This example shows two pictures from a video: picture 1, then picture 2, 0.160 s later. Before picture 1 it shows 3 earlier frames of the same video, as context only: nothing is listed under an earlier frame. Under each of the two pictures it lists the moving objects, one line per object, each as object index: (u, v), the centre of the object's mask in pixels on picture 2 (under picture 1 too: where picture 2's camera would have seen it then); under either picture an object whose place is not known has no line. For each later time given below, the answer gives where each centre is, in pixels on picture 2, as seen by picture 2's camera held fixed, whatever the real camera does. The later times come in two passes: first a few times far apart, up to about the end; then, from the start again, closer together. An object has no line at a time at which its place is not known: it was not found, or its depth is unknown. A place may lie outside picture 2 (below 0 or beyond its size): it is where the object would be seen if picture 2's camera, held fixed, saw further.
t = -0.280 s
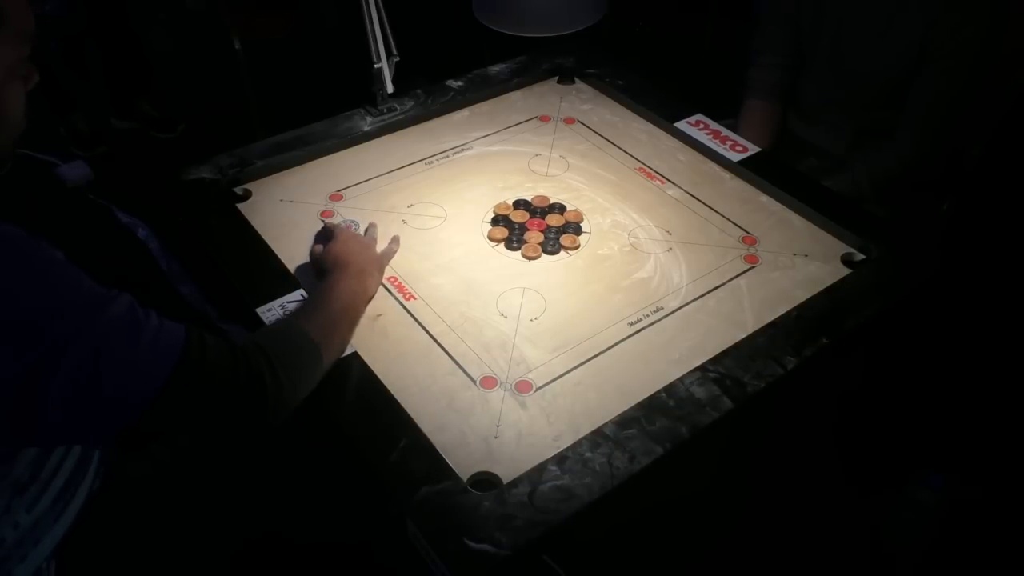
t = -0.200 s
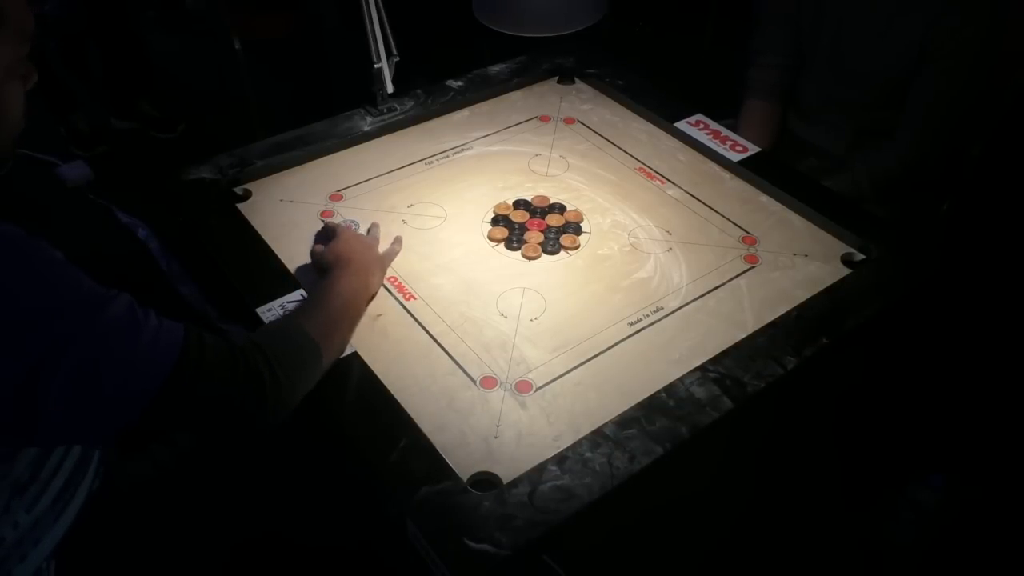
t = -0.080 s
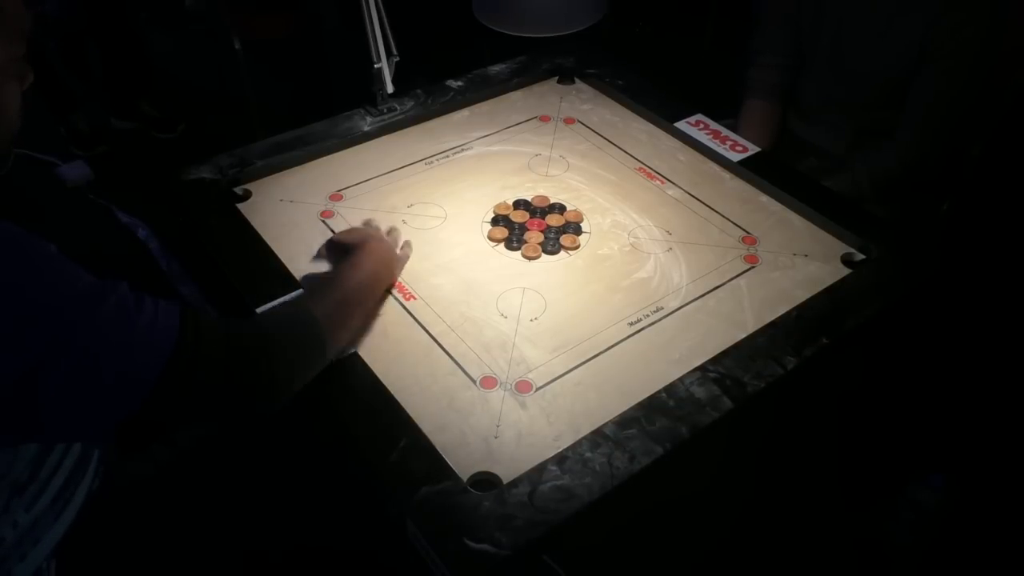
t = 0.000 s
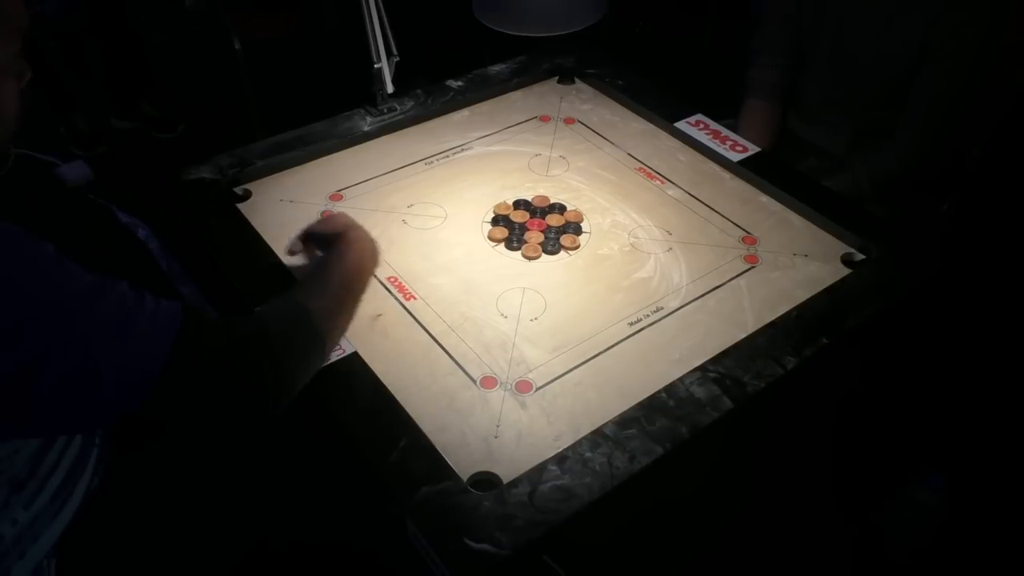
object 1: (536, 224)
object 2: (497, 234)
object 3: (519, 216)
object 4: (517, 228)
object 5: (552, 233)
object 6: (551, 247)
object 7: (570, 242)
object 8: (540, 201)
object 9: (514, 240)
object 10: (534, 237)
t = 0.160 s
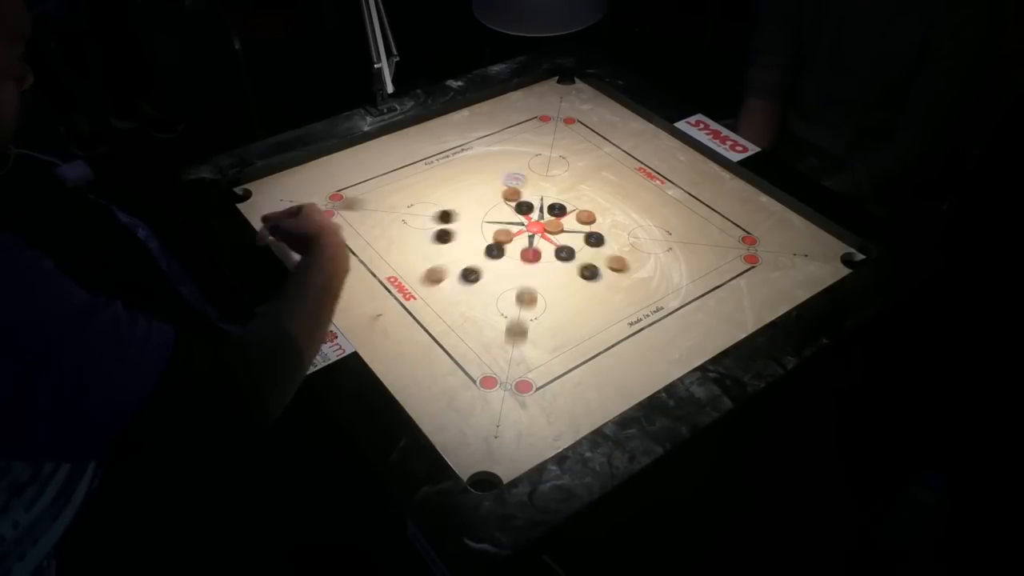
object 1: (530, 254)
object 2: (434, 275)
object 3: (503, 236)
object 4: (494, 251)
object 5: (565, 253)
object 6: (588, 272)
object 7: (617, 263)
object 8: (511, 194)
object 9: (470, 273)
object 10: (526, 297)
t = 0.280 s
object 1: (525, 281)
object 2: (368, 319)
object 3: (489, 252)
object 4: (475, 269)
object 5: (575, 269)
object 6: (625, 295)
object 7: (660, 283)
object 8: (490, 189)
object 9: (427, 303)
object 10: (520, 359)
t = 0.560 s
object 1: (518, 321)
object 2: (408, 281)
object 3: (476, 269)
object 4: (453, 293)
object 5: (587, 284)
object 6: (684, 334)
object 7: (723, 312)
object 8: (475, 184)
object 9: (390, 374)
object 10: (481, 464)
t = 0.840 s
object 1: (518, 326)
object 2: (429, 254)
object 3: (476, 269)
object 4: (452, 294)
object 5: (586, 284)
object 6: (701, 343)
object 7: (734, 317)
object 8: (566, 166)
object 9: (416, 397)
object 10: (449, 419)
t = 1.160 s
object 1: (518, 326)
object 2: (433, 252)
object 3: (476, 269)
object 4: (452, 294)
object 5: (586, 284)
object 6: (701, 343)
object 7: (734, 317)
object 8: (619, 155)
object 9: (417, 399)
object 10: (444, 406)
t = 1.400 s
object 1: (518, 326)
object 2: (433, 252)
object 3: (476, 269)
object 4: (452, 294)
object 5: (586, 284)
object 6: (701, 343)
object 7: (734, 317)
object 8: (624, 154)
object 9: (417, 399)
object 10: (444, 406)
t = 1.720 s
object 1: (518, 326)
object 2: (433, 252)
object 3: (476, 269)
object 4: (452, 294)
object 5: (587, 284)
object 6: (701, 343)
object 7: (734, 317)
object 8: (624, 154)
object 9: (417, 399)
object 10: (444, 406)
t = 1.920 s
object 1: (518, 326)
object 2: (433, 252)
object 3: (476, 269)
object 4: (452, 294)
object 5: (587, 284)
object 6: (701, 343)
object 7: (734, 317)
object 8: (624, 154)
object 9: (417, 399)
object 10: (444, 406)
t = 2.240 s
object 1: (518, 326)
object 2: (433, 251)
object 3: (476, 269)
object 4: (452, 294)
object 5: (586, 284)
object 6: (701, 343)
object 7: (734, 317)
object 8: (624, 154)
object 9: (417, 399)
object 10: (444, 406)
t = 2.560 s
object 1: (518, 326)
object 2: (433, 252)
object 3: (476, 269)
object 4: (452, 294)
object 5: (586, 284)
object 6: (701, 343)
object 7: (734, 317)
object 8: (624, 154)
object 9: (417, 399)
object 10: (444, 406)
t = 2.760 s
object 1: (518, 326)
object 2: (433, 252)
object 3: (476, 269)
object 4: (452, 294)
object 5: (586, 284)
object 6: (701, 343)
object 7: (734, 317)
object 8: (624, 154)
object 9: (417, 399)
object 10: (444, 406)
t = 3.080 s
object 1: (518, 326)
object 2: (433, 251)
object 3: (476, 269)
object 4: (452, 294)
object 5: (586, 284)
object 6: (701, 343)
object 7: (734, 317)
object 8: (624, 154)
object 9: (417, 399)
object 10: (444, 406)
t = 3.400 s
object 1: (518, 326)
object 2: (433, 252)
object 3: (476, 269)
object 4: (452, 294)
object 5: (586, 284)
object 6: (701, 343)
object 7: (735, 317)
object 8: (624, 154)
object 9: (417, 399)
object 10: (444, 406)
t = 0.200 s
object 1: (529, 264)
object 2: (412, 289)
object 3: (498, 241)
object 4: (488, 257)
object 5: (568, 259)
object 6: (601, 280)
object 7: (632, 270)
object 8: (503, 192)
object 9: (455, 283)
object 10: (524, 317)
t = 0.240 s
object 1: (527, 272)
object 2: (388, 305)
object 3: (493, 247)
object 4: (481, 263)
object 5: (572, 264)
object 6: (613, 288)
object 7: (647, 277)
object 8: (496, 190)
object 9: (441, 294)
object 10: (521, 339)
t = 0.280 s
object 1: (525, 281)
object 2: (368, 319)
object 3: (489, 252)
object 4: (475, 269)
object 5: (575, 269)
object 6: (625, 295)
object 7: (660, 283)
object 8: (490, 189)
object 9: (427, 303)
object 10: (520, 359)
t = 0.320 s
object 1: (523, 289)
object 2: (352, 330)
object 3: (485, 256)
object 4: (470, 274)
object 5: (577, 273)
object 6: (636, 302)
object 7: (672, 288)
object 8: (484, 187)
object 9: (413, 313)
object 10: (516, 382)
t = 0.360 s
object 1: (522, 296)
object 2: (369, 323)
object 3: (483, 260)
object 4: (466, 279)
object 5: (580, 277)
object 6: (646, 309)
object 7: (683, 294)
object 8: (480, 186)
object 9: (400, 322)
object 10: (516, 404)
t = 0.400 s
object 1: (521, 302)
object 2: (383, 313)
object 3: (480, 263)
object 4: (462, 283)
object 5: (582, 280)
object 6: (655, 315)
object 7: (693, 299)
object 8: (477, 185)
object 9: (394, 333)
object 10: (514, 424)
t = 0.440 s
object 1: (520, 308)
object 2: (390, 304)
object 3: (479, 266)
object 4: (459, 287)
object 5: (584, 282)
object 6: (663, 320)
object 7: (702, 303)
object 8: (475, 184)
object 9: (392, 344)
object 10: (512, 447)
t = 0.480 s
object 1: (519, 313)
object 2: (397, 295)
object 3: (477, 268)
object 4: (456, 290)
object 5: (586, 283)
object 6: (671, 326)
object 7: (711, 307)
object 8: (475, 184)
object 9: (391, 355)
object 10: (510, 467)
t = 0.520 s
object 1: (519, 318)
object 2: (403, 287)
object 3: (477, 269)
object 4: (454, 292)
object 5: (587, 284)
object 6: (678, 330)
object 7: (718, 310)
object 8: (475, 184)
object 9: (389, 365)
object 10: (498, 469)
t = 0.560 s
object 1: (518, 321)
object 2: (408, 281)
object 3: (476, 269)
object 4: (453, 293)
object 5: (587, 284)
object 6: (684, 334)
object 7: (723, 312)
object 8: (475, 184)
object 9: (390, 374)
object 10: (481, 464)
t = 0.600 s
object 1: (518, 324)
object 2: (413, 275)
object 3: (476, 269)
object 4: (452, 294)
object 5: (586, 284)
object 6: (690, 338)
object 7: (728, 314)
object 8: (486, 182)
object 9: (392, 381)
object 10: (465, 460)
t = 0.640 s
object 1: (518, 326)
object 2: (417, 270)
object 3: (476, 269)
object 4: (452, 294)
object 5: (586, 284)
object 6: (694, 340)
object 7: (732, 316)
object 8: (501, 179)
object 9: (398, 385)
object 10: (456, 454)
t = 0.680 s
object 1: (518, 326)
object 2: (421, 265)
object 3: (476, 269)
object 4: (452, 294)
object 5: (586, 284)
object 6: (697, 342)
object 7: (734, 317)
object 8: (517, 176)
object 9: (403, 388)
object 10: (454, 446)
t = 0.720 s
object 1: (518, 326)
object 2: (423, 261)
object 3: (476, 269)
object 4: (452, 294)
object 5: (586, 284)
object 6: (700, 343)
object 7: (734, 317)
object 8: (530, 173)
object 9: (407, 391)
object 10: (452, 437)
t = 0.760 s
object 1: (518, 326)
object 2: (426, 258)
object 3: (476, 269)
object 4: (452, 294)
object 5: (586, 284)
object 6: (701, 343)
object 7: (734, 317)
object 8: (543, 171)
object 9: (411, 393)
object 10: (450, 431)
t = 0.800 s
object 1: (518, 326)
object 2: (428, 256)
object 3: (476, 269)
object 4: (452, 294)
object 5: (586, 284)
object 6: (701, 343)
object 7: (734, 317)
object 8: (554, 169)
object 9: (414, 396)
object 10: (450, 425)
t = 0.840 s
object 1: (518, 326)
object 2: (429, 254)
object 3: (476, 269)
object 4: (452, 294)
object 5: (586, 284)
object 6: (701, 343)
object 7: (734, 317)
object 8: (566, 166)
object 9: (416, 397)
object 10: (449, 419)
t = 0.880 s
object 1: (518, 326)
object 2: (431, 253)
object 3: (476, 269)
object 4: (452, 294)
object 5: (586, 284)
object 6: (701, 343)
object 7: (734, 317)
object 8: (575, 164)
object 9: (417, 398)
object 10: (448, 415)
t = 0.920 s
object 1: (518, 326)
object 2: (432, 252)
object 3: (476, 269)
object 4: (452, 294)
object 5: (586, 284)
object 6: (701, 343)
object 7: (734, 317)
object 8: (585, 162)
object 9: (417, 399)
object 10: (447, 411)
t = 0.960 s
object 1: (518, 326)
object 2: (433, 252)
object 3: (476, 269)
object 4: (452, 294)
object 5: (586, 284)
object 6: (701, 343)
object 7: (734, 317)
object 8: (592, 161)
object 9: (417, 399)
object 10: (446, 408)
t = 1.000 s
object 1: (518, 326)
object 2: (433, 252)
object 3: (476, 269)
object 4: (452, 294)
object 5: (586, 284)
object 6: (701, 343)
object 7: (734, 317)
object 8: (600, 159)
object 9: (417, 399)
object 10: (444, 406)
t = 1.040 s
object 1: (518, 326)
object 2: (433, 252)
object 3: (476, 269)
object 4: (452, 294)
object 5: (586, 284)
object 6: (701, 343)
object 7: (734, 317)
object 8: (606, 158)
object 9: (417, 399)
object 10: (444, 406)
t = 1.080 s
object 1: (518, 326)
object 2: (433, 252)
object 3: (476, 269)
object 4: (452, 294)
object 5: (586, 284)
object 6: (701, 343)
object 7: (734, 317)
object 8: (611, 157)
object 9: (417, 399)
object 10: (444, 406)
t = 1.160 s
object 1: (518, 326)
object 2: (433, 252)
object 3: (476, 269)
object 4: (452, 294)
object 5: (586, 284)
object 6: (701, 343)
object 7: (734, 317)
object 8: (619, 155)
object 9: (417, 399)
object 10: (444, 406)
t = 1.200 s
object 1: (518, 326)
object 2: (433, 252)
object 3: (476, 269)
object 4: (452, 294)
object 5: (586, 284)
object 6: (701, 343)
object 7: (734, 317)
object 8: (621, 155)
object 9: (417, 399)
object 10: (444, 406)
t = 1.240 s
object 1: (518, 326)
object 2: (433, 252)
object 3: (476, 269)
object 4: (452, 294)
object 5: (586, 284)
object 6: (701, 343)
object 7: (734, 317)
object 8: (623, 154)
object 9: (417, 399)
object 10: (444, 406)
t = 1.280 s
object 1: (518, 326)
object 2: (433, 252)
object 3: (476, 269)
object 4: (452, 294)
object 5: (586, 284)
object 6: (701, 343)
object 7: (734, 317)
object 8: (624, 154)
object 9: (417, 399)
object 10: (444, 406)
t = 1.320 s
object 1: (518, 326)
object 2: (433, 252)
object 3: (476, 269)
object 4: (452, 294)
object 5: (586, 284)
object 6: (701, 343)
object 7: (734, 317)
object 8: (624, 154)
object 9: (417, 399)
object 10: (444, 406)
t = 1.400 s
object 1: (518, 326)
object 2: (433, 252)
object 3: (476, 269)
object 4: (452, 294)
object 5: (586, 284)
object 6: (701, 343)
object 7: (734, 317)
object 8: (624, 154)
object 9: (417, 399)
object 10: (444, 406)
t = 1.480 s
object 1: (518, 326)
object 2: (433, 252)
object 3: (476, 269)
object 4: (452, 294)
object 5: (586, 284)
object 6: (701, 343)
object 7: (734, 317)
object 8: (624, 154)
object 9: (417, 399)
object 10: (444, 406)
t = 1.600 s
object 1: (518, 326)
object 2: (433, 252)
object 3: (476, 269)
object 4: (452, 294)
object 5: (586, 284)
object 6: (701, 343)
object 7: (734, 317)
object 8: (624, 154)
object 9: (417, 399)
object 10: (444, 406)
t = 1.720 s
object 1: (518, 326)
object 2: (433, 252)
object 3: (476, 269)
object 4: (452, 294)
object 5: (587, 284)
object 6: (701, 343)
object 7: (734, 317)
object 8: (624, 154)
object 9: (417, 399)
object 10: (444, 406)
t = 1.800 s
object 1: (518, 326)
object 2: (433, 251)
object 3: (476, 269)
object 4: (452, 294)
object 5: (587, 284)
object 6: (701, 343)
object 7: (734, 317)
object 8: (624, 154)
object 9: (417, 399)
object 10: (444, 406)
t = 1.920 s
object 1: (518, 326)
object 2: (433, 252)
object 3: (476, 269)
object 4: (452, 294)
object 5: (587, 284)
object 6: (701, 343)
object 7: (734, 317)
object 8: (624, 154)
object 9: (417, 399)
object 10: (444, 406)
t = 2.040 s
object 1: (518, 326)
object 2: (433, 252)
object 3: (476, 269)
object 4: (452, 294)
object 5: (586, 284)
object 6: (701, 343)
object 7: (734, 317)
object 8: (624, 154)
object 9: (417, 399)
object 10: (444, 406)
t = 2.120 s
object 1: (518, 326)
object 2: (433, 252)
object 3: (476, 269)
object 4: (452, 294)
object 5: (586, 284)
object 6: (701, 343)
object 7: (734, 317)
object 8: (624, 154)
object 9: (417, 399)
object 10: (444, 406)
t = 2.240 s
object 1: (518, 326)
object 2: (433, 251)
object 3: (476, 269)
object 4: (452, 294)
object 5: (586, 284)
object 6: (701, 343)
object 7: (734, 317)
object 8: (624, 154)
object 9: (417, 399)
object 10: (444, 406)
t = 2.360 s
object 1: (518, 326)
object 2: (433, 252)
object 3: (476, 269)
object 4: (452, 294)
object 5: (586, 284)
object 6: (701, 343)
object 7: (734, 317)
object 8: (624, 154)
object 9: (417, 398)
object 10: (444, 406)
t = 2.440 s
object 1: (518, 326)
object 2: (433, 252)
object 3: (476, 269)
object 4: (452, 294)
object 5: (586, 284)
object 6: (701, 343)
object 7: (734, 317)
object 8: (624, 154)
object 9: (417, 399)
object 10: (444, 406)
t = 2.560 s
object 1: (518, 326)
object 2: (433, 252)
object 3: (476, 269)
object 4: (452, 294)
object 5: (586, 284)
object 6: (701, 343)
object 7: (734, 317)
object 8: (624, 154)
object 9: (417, 399)
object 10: (444, 406)
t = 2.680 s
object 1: (518, 326)
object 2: (433, 252)
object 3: (476, 269)
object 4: (452, 294)
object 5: (586, 284)
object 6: (701, 343)
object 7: (734, 317)
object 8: (624, 154)
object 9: (417, 399)
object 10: (444, 406)
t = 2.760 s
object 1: (518, 326)
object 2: (433, 252)
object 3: (476, 269)
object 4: (452, 294)
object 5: (586, 284)
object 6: (701, 343)
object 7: (734, 317)
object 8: (624, 154)
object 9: (417, 399)
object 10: (444, 406)
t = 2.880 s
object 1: (518, 326)
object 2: (433, 252)
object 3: (476, 269)
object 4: (452, 294)
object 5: (586, 284)
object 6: (701, 343)
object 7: (734, 317)
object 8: (624, 154)
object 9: (417, 399)
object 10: (444, 406)
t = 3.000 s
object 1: (518, 326)
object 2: (433, 252)
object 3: (476, 269)
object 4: (452, 294)
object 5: (586, 284)
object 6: (701, 343)
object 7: (734, 317)
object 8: (624, 154)
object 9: (417, 399)
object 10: (444, 406)
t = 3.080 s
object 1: (518, 326)
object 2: (433, 251)
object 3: (476, 269)
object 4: (452, 294)
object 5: (586, 284)
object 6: (701, 343)
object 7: (734, 317)
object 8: (624, 154)
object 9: (417, 399)
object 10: (444, 406)
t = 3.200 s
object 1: (518, 326)
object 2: (433, 251)
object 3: (476, 269)
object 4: (452, 294)
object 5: (586, 284)
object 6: (701, 343)
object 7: (734, 317)
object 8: (624, 154)
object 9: (417, 399)
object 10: (444, 406)
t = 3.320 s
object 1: (518, 326)
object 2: (433, 252)
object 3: (476, 269)
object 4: (452, 294)
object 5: (586, 284)
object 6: (701, 343)
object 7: (734, 317)
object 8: (624, 154)
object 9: (417, 399)
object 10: (444, 406)
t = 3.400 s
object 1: (518, 326)
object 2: (433, 252)
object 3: (476, 269)
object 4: (452, 294)
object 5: (586, 284)
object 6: (701, 343)
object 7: (735, 317)
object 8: (624, 154)
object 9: (417, 399)
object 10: (444, 406)
